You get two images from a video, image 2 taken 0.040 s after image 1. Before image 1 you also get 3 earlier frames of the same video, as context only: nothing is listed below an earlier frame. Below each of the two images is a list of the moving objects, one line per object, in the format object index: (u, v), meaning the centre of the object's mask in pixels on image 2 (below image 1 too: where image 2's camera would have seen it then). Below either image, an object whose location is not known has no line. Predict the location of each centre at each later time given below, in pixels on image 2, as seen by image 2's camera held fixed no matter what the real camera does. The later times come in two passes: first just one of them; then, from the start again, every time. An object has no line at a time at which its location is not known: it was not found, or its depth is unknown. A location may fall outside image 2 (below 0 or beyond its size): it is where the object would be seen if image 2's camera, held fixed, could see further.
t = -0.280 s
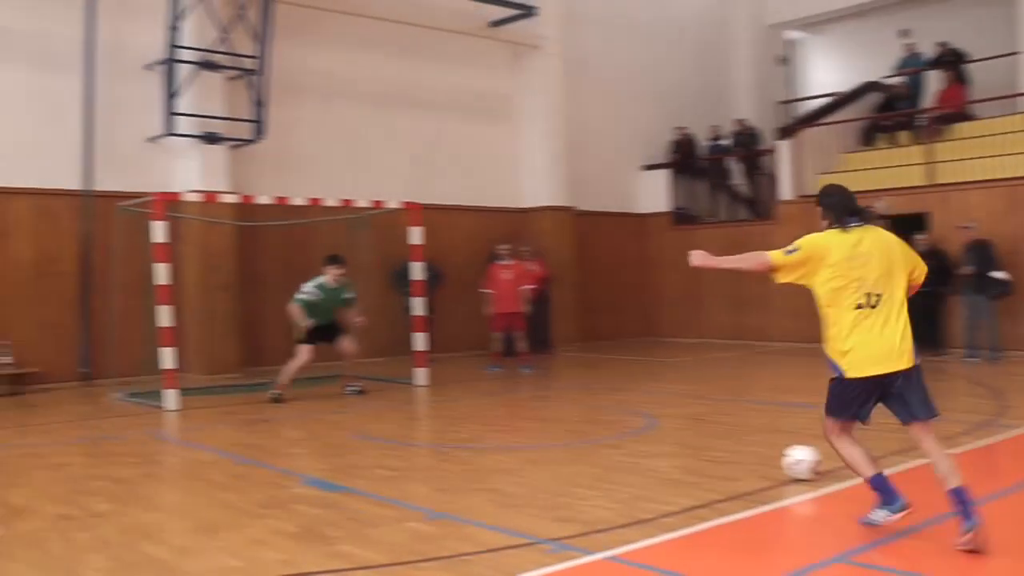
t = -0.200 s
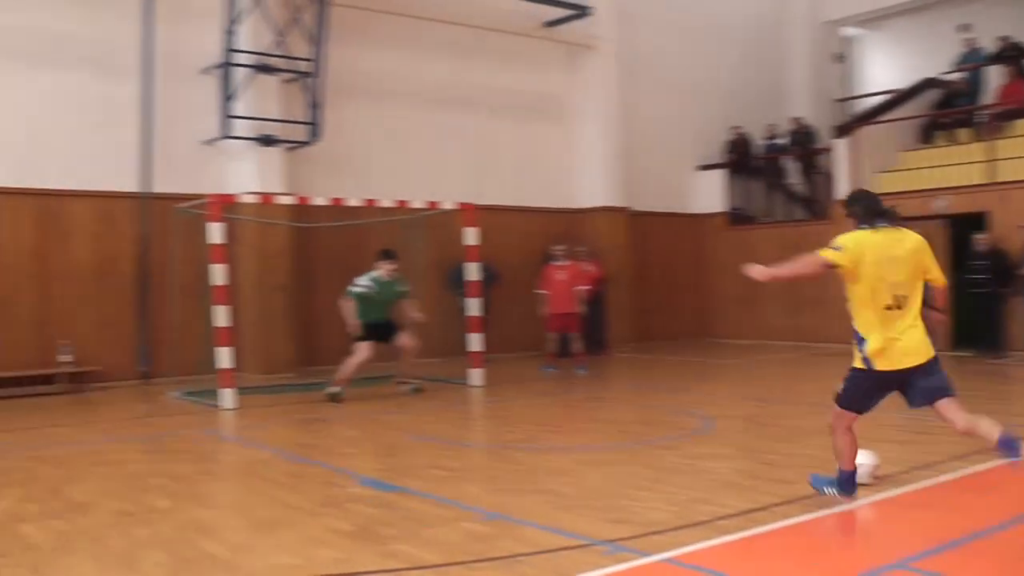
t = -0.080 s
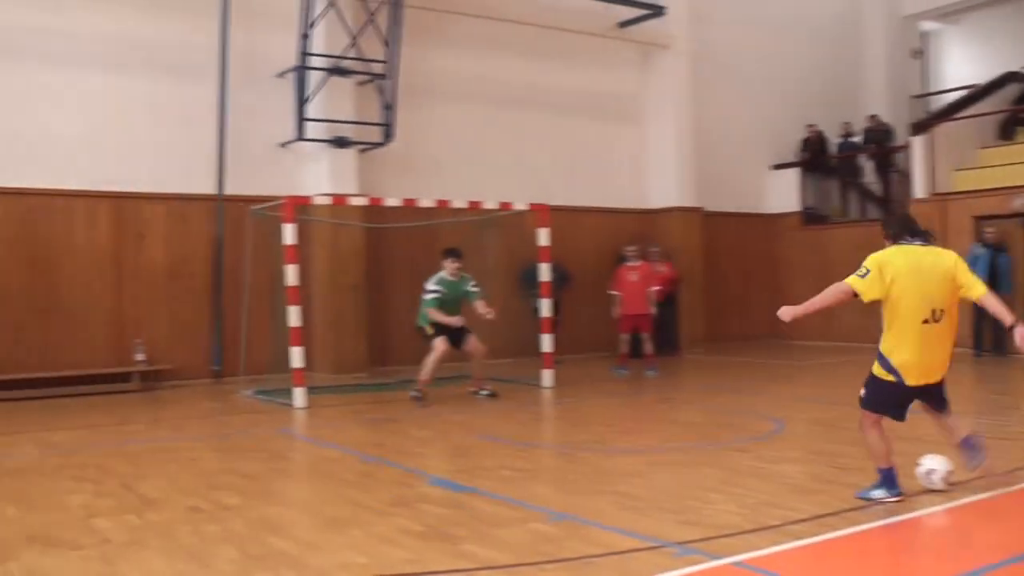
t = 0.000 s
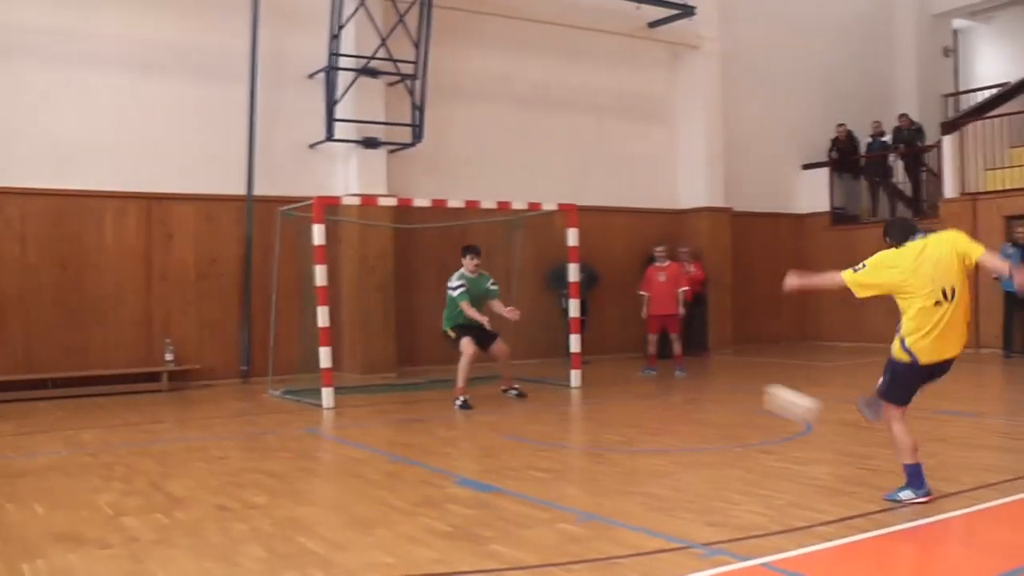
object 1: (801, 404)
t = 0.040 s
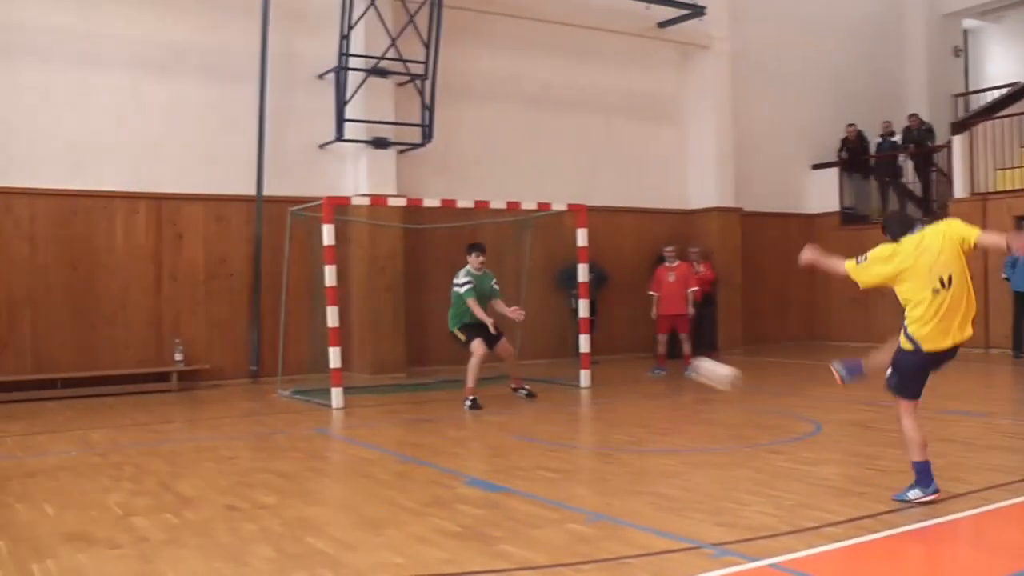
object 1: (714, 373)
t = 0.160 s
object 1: (534, 320)
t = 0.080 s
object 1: (642, 351)
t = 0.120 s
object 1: (583, 333)
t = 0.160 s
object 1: (534, 320)
